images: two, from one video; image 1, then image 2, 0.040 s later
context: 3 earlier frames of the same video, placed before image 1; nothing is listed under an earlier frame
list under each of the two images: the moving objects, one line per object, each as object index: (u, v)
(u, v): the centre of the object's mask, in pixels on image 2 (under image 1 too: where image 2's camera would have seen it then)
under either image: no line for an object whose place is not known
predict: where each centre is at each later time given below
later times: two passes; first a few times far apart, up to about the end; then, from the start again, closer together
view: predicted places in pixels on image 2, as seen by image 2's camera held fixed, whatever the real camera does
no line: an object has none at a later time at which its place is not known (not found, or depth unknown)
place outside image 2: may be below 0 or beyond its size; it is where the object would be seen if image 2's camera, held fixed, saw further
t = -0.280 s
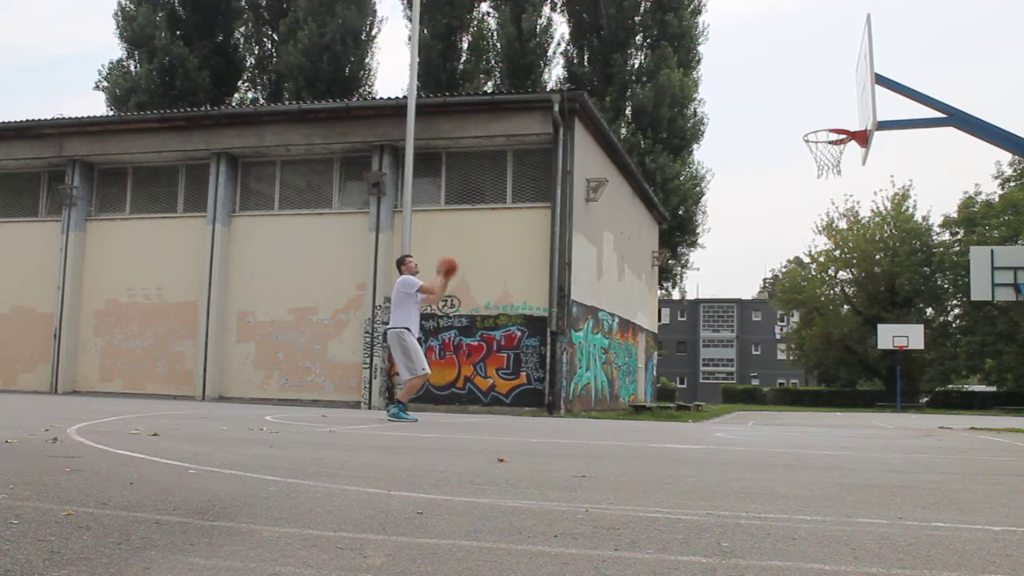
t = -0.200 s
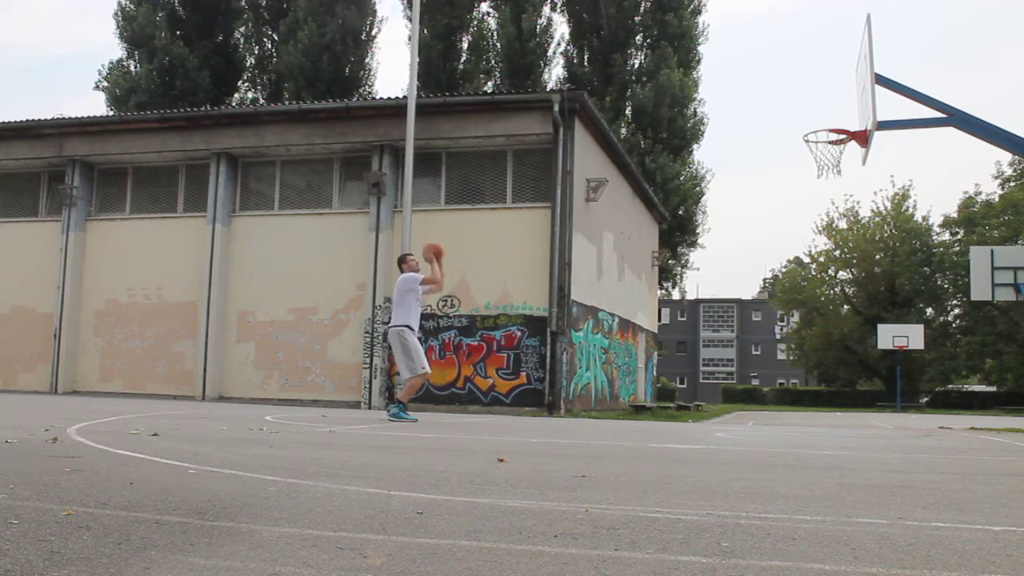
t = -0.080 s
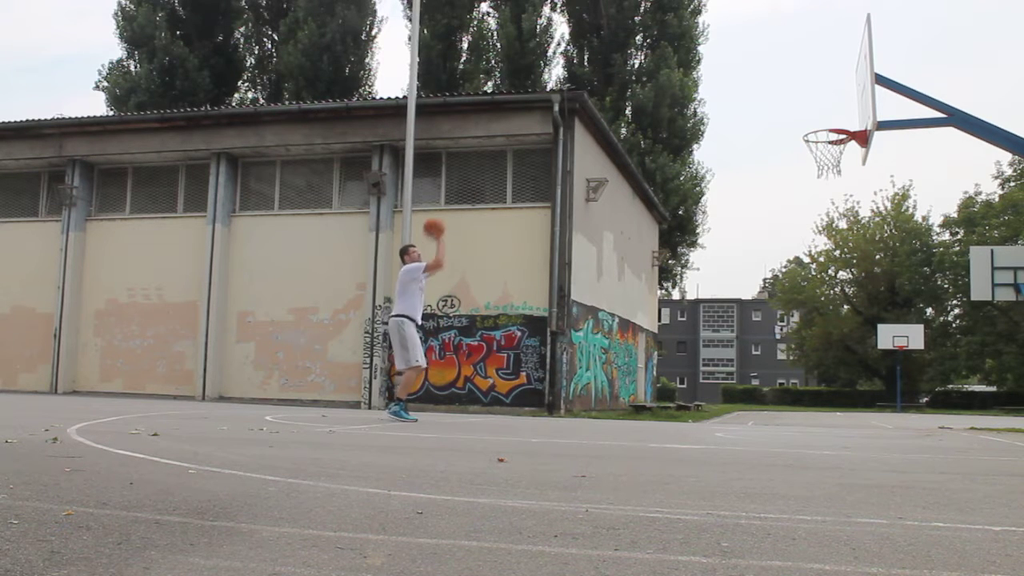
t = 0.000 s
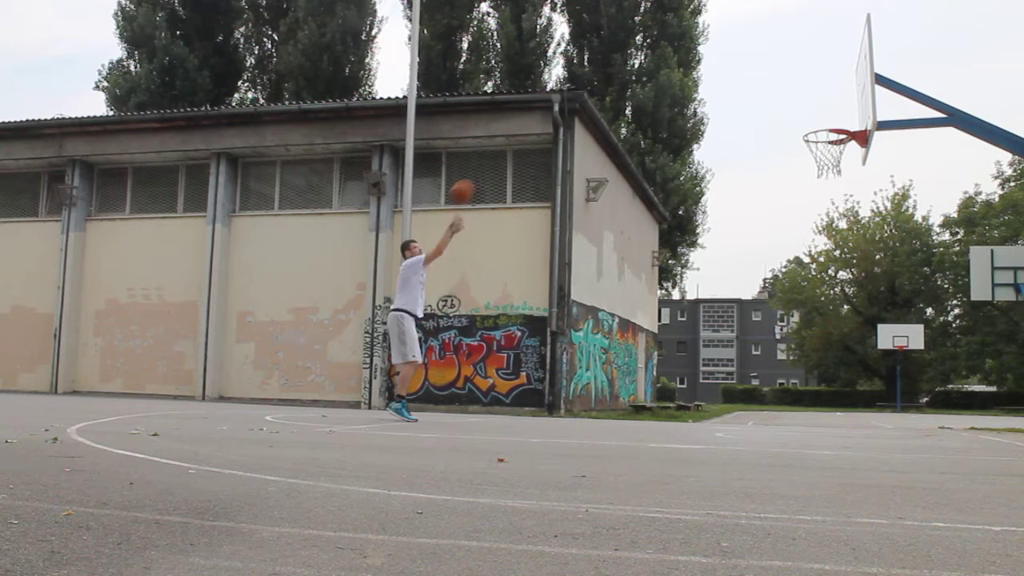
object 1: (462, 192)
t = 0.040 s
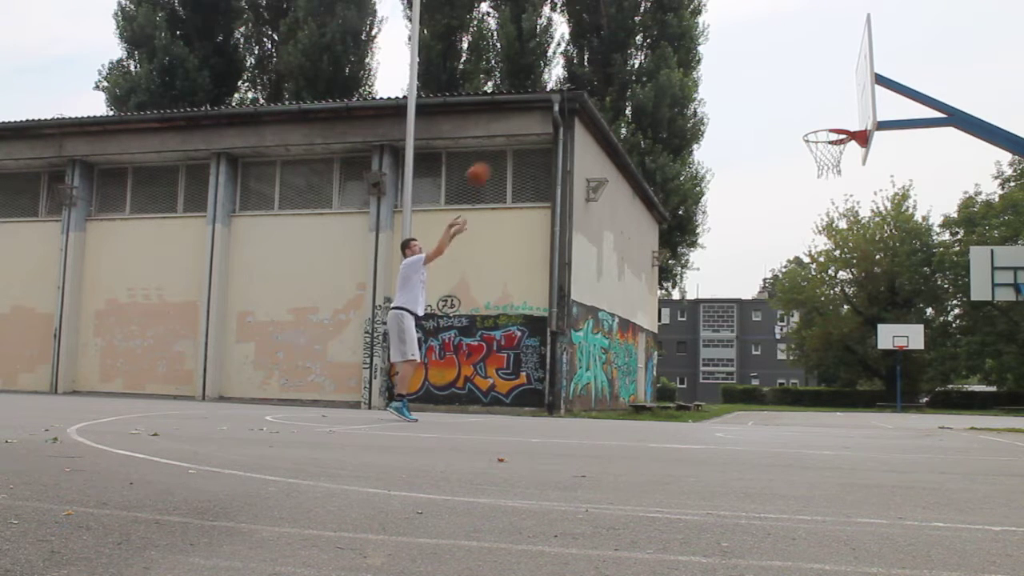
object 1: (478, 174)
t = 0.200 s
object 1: (543, 120)
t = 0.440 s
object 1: (639, 79)
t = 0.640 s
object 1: (721, 85)
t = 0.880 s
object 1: (818, 128)
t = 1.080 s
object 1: (815, 126)
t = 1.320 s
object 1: (823, 130)
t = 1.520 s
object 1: (834, 143)
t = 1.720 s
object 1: (827, 155)
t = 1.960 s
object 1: (824, 185)
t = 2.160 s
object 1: (824, 247)
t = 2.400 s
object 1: (826, 370)
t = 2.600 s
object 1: (829, 371)
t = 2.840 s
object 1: (833, 299)
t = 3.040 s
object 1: (837, 281)
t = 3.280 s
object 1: (844, 306)
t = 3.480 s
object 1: (849, 368)
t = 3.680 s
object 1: (854, 399)
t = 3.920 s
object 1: (857, 347)
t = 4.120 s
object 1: (860, 343)
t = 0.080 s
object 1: (494, 159)
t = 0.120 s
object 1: (511, 144)
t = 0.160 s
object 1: (526, 131)
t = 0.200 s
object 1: (543, 120)
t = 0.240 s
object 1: (558, 110)
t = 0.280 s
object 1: (575, 101)
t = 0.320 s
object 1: (591, 93)
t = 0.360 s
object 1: (607, 88)
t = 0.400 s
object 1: (622, 83)
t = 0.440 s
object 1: (639, 79)
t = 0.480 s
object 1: (655, 78)
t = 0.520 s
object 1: (671, 77)
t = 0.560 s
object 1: (687, 79)
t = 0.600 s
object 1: (704, 81)
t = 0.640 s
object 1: (721, 85)
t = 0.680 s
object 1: (737, 91)
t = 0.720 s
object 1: (755, 97)
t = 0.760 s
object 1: (772, 106)
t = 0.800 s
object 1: (789, 116)
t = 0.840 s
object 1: (806, 126)
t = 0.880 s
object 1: (818, 128)
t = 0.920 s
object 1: (831, 130)
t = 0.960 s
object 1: (837, 133)
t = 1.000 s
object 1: (826, 129)
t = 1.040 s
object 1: (817, 128)
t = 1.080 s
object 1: (815, 126)
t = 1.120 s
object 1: (816, 123)
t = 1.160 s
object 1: (817, 121)
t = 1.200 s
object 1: (819, 121)
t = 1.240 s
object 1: (820, 123)
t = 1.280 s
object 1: (821, 126)
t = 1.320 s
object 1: (823, 130)
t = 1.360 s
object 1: (825, 132)
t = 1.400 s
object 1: (827, 133)
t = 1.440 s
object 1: (829, 135)
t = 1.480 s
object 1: (831, 138)
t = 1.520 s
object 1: (834, 143)
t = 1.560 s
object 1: (835, 147)
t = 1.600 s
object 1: (834, 149)
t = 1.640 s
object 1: (832, 150)
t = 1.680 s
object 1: (829, 152)
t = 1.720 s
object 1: (827, 155)
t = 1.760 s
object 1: (824, 159)
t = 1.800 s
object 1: (823, 162)
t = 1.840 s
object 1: (823, 166)
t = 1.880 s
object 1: (823, 170)
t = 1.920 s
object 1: (823, 177)
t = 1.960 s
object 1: (824, 185)
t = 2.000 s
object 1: (824, 194)
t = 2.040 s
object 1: (824, 205)
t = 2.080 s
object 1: (824, 218)
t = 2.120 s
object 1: (824, 231)
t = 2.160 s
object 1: (824, 247)
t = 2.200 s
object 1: (826, 262)
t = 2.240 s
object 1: (825, 282)
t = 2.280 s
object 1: (826, 302)
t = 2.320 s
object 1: (825, 321)
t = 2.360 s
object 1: (825, 345)
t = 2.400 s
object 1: (826, 370)
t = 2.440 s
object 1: (826, 396)
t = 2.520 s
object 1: (826, 406)
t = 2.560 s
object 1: (827, 389)
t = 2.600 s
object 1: (829, 371)
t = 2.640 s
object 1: (830, 355)
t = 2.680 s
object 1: (831, 341)
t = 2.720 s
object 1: (831, 328)
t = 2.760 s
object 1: (832, 316)
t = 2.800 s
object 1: (832, 306)
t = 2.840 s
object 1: (833, 299)
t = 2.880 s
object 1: (835, 293)
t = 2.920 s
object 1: (835, 289)
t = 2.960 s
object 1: (836, 284)
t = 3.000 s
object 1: (837, 282)
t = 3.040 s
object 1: (837, 281)
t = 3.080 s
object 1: (839, 282)
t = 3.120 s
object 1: (840, 283)
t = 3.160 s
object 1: (841, 287)
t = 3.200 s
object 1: (842, 292)
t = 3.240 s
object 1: (843, 298)
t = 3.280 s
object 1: (844, 306)
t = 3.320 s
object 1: (844, 315)
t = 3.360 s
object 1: (846, 326)
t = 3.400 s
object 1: (847, 338)
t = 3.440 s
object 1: (848, 352)
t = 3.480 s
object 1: (849, 368)
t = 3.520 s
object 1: (850, 383)
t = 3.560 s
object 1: (851, 400)
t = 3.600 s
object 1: (852, 420)
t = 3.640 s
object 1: (853, 413)
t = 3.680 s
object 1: (854, 399)
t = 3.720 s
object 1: (855, 387)
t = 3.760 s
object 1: (855, 376)
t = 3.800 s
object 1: (855, 367)
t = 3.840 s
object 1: (856, 359)
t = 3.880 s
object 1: (857, 353)
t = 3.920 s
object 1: (857, 347)
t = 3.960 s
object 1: (858, 344)
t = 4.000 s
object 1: (859, 342)
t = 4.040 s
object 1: (859, 341)
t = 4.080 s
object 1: (860, 341)
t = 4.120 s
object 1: (860, 343)
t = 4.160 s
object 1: (861, 346)
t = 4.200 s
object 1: (862, 351)
